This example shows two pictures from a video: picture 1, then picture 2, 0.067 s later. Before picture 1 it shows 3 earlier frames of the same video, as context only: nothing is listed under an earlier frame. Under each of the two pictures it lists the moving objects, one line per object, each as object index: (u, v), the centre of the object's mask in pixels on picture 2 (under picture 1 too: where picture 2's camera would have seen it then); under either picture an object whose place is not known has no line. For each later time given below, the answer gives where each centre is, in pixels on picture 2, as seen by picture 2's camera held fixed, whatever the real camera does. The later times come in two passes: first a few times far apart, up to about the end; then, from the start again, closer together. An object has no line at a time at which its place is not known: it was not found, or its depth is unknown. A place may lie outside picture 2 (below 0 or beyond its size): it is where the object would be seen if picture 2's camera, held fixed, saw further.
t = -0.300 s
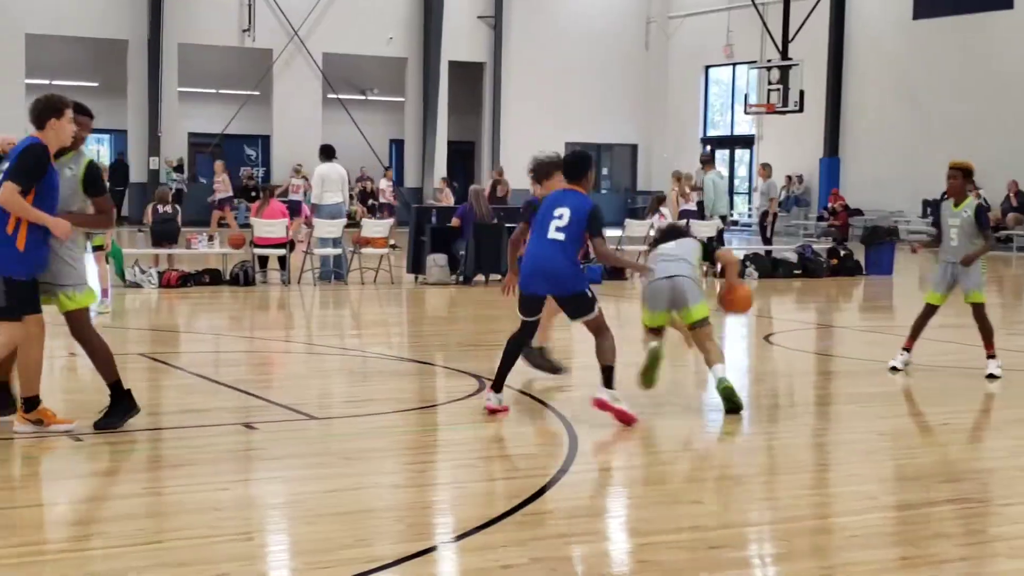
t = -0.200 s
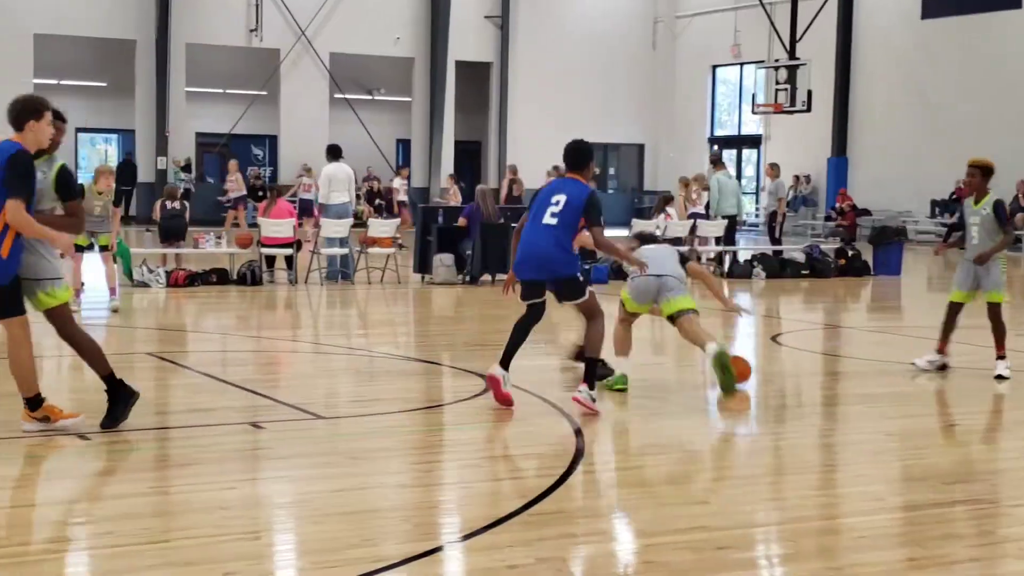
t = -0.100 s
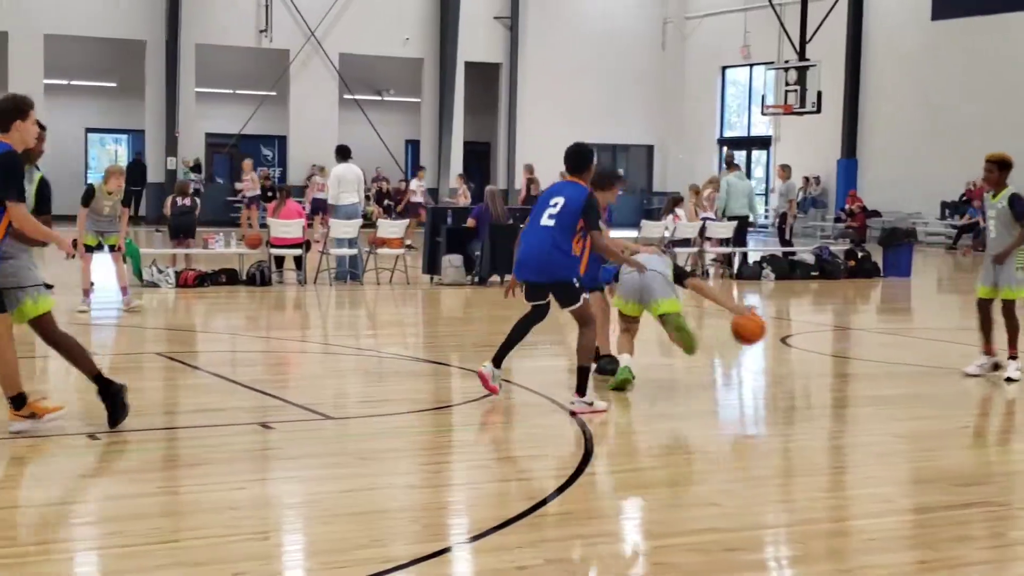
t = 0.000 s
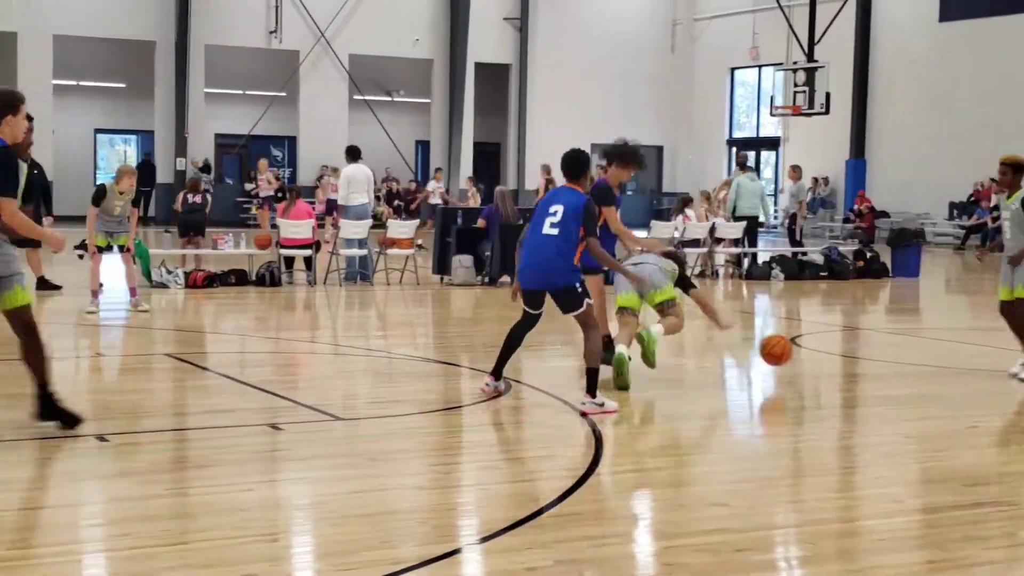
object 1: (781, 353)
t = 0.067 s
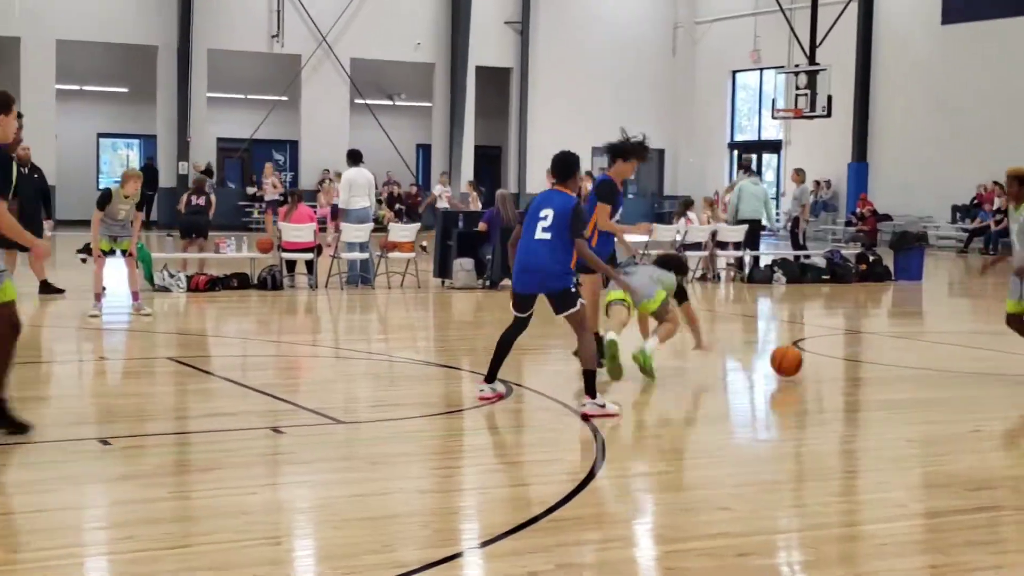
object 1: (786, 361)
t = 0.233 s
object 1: (800, 331)
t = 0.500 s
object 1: (811, 346)
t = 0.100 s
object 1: (788, 352)
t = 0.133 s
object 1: (791, 344)
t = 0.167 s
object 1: (795, 337)
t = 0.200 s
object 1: (797, 333)
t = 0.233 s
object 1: (800, 331)
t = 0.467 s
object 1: (812, 340)
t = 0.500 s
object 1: (811, 346)
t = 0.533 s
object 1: (812, 350)
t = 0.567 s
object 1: (814, 344)
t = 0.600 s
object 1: (815, 338)
